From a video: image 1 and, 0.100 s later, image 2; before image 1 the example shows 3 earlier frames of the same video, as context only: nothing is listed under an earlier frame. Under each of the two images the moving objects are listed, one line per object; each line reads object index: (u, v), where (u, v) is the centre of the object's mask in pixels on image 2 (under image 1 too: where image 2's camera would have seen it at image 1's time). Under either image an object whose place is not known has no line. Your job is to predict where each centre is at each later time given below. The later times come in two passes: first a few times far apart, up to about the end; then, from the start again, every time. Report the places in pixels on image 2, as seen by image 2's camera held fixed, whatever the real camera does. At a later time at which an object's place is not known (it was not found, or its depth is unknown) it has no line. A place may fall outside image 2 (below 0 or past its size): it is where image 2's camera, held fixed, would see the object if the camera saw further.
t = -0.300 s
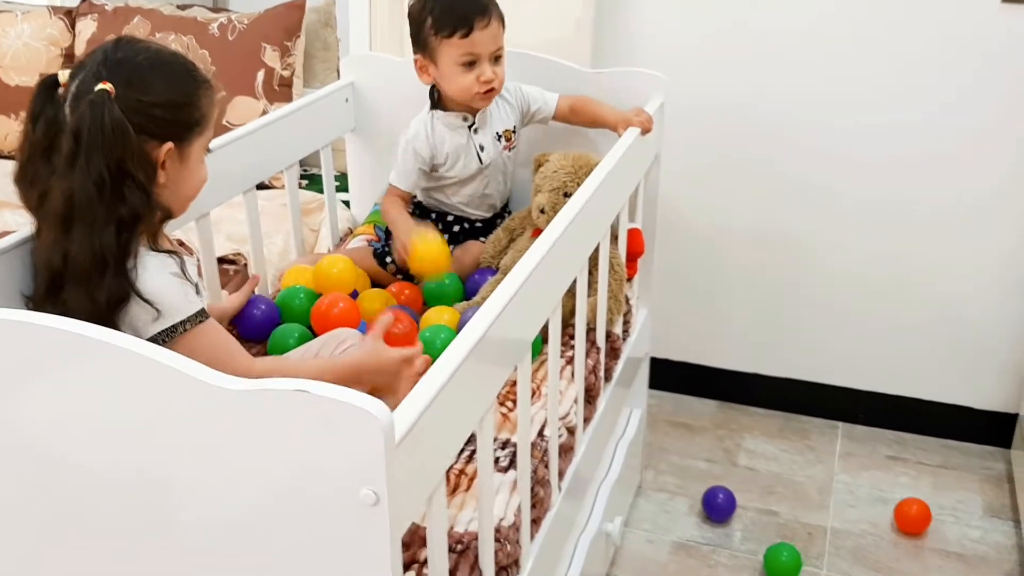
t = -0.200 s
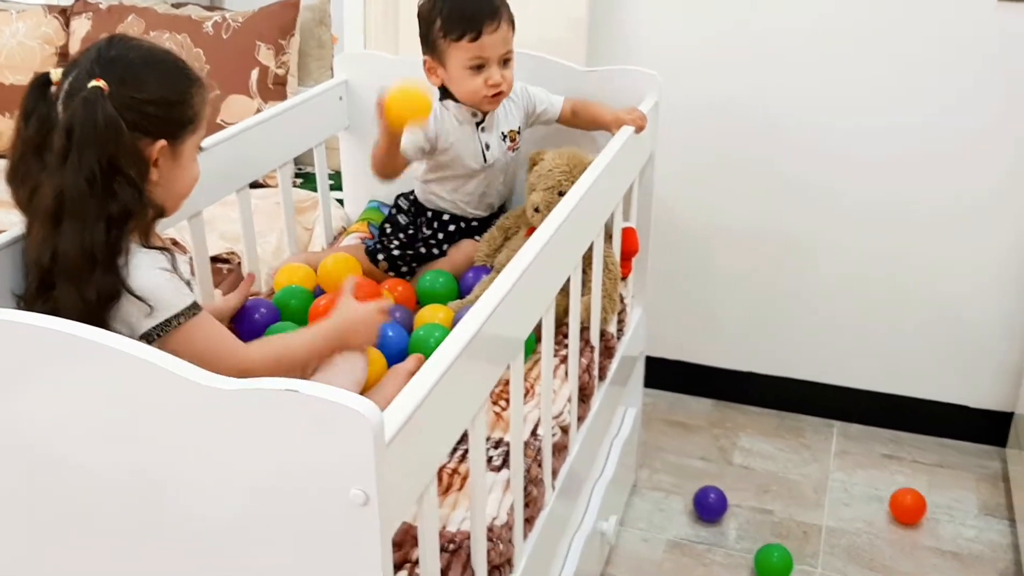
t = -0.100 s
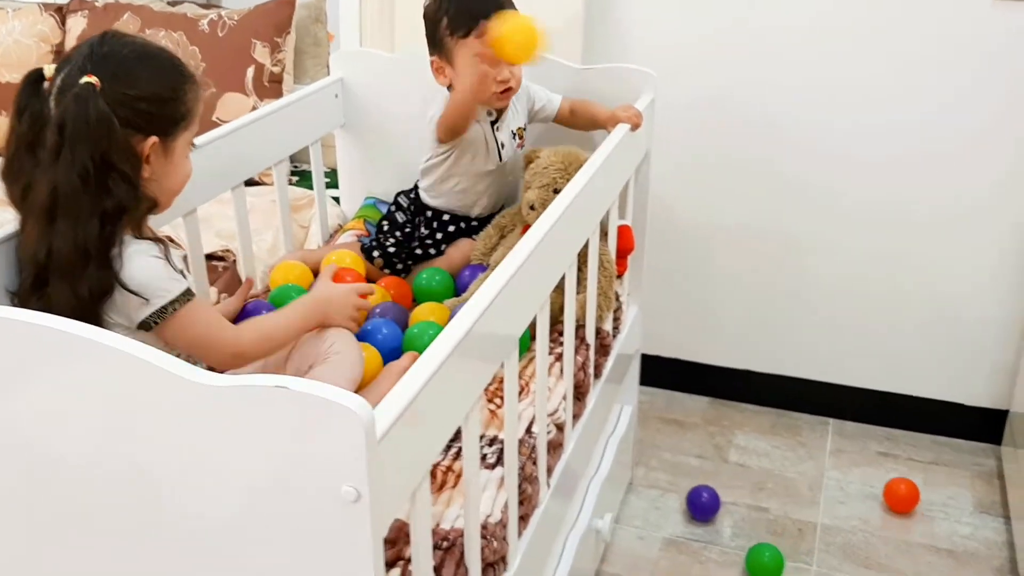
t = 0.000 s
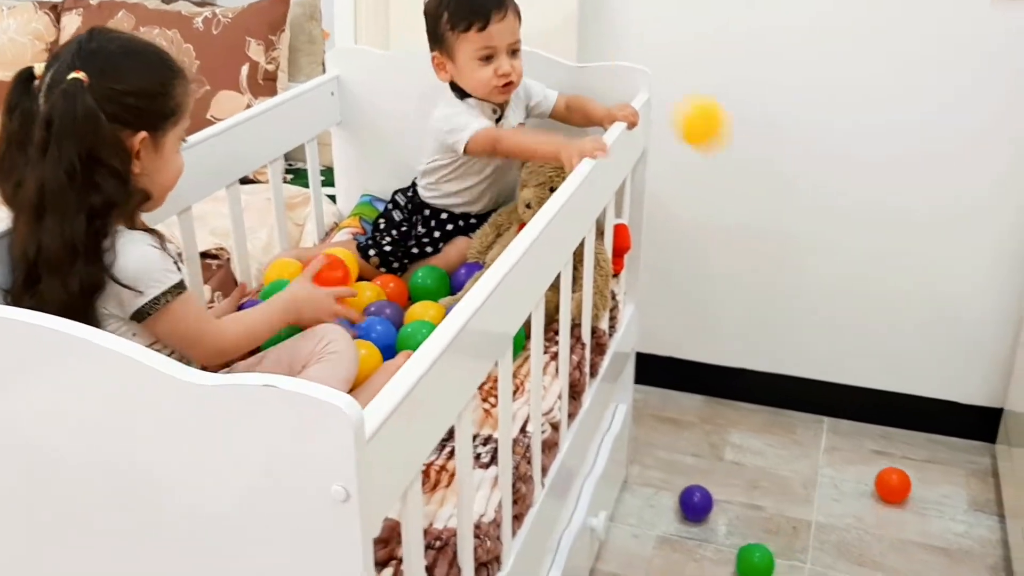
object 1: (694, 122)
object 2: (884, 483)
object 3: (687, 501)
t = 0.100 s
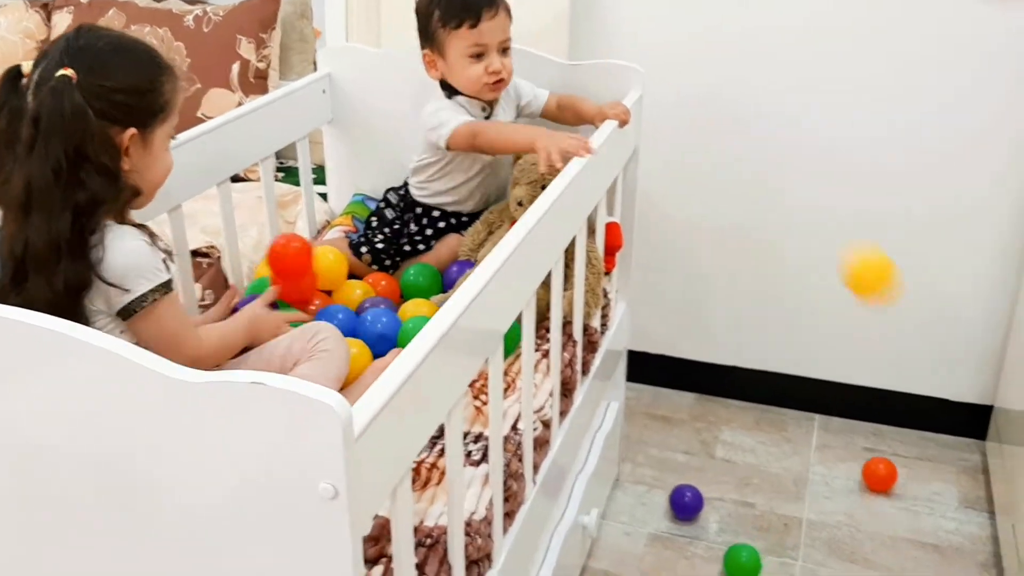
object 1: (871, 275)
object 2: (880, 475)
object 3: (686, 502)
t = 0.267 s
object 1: (957, 559)
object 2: (870, 461)
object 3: (685, 506)
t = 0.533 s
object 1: (665, 484)
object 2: (849, 442)
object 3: (689, 512)
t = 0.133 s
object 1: (925, 337)
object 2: (878, 472)
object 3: (686, 503)
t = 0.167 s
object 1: (977, 407)
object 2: (876, 469)
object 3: (686, 504)
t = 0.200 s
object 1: (1017, 471)
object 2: (874, 466)
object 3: (685, 504)
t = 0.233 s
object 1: (1007, 524)
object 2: (872, 464)
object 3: (685, 505)
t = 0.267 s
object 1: (957, 559)
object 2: (870, 461)
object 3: (685, 506)
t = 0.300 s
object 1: (915, 579)
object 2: (867, 458)
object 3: (685, 506)
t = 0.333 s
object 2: (865, 456)
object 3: (686, 507)
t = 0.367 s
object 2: (862, 453)
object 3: (686, 507)
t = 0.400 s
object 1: (798, 571)
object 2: (860, 450)
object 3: (686, 508)
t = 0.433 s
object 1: (768, 543)
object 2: (857, 448)
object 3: (686, 509)
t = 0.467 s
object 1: (734, 518)
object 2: (854, 446)
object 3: (687, 509)
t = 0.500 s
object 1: (698, 498)
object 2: (851, 444)
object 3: (683, 519)
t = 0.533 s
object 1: (665, 484)
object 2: (849, 442)
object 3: (689, 512)
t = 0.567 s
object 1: (635, 475)
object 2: (846, 440)
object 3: (688, 512)
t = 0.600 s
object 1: (601, 471)
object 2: (843, 437)
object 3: (689, 512)
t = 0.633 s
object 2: (837, 434)
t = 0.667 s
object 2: (835, 432)
